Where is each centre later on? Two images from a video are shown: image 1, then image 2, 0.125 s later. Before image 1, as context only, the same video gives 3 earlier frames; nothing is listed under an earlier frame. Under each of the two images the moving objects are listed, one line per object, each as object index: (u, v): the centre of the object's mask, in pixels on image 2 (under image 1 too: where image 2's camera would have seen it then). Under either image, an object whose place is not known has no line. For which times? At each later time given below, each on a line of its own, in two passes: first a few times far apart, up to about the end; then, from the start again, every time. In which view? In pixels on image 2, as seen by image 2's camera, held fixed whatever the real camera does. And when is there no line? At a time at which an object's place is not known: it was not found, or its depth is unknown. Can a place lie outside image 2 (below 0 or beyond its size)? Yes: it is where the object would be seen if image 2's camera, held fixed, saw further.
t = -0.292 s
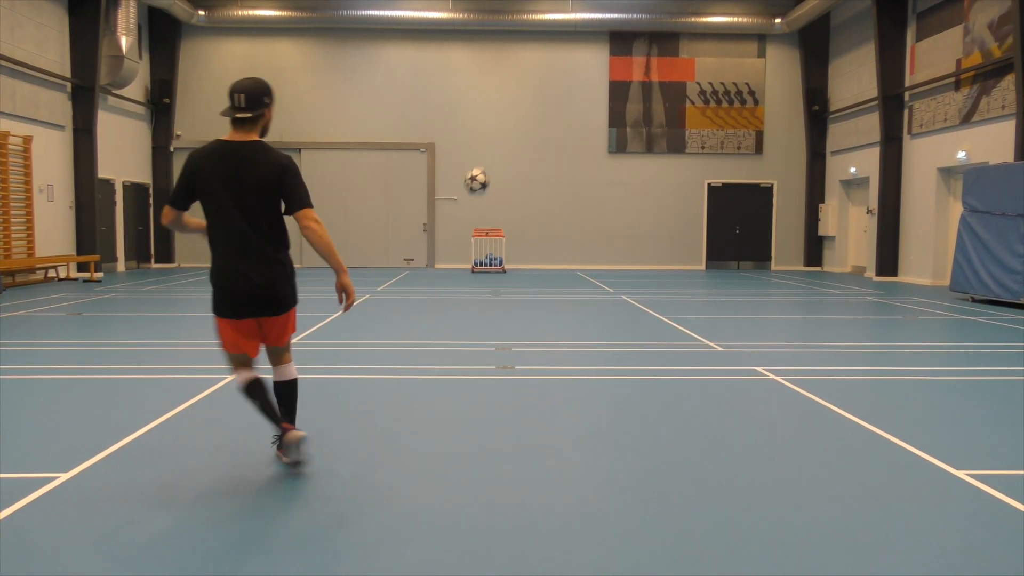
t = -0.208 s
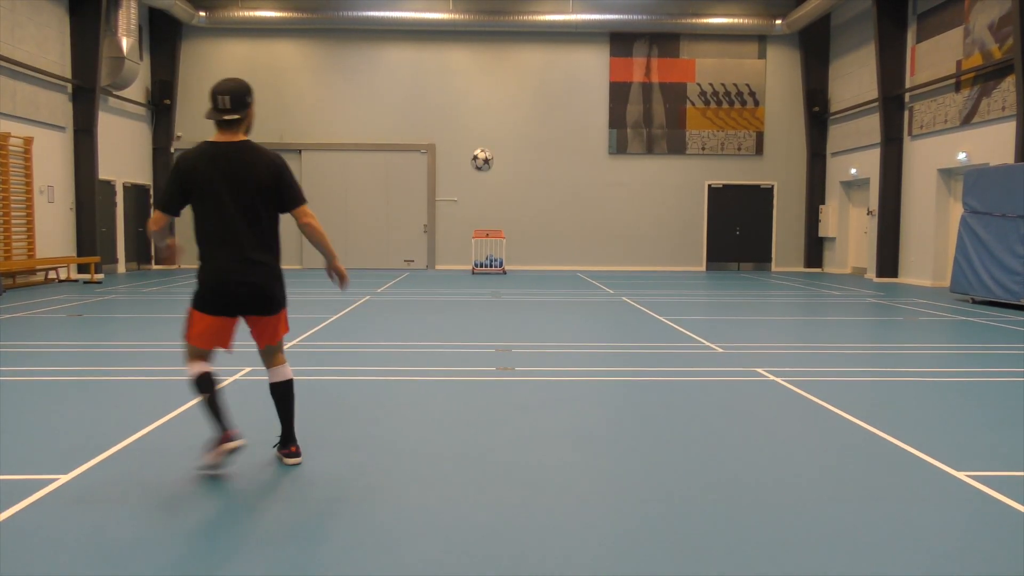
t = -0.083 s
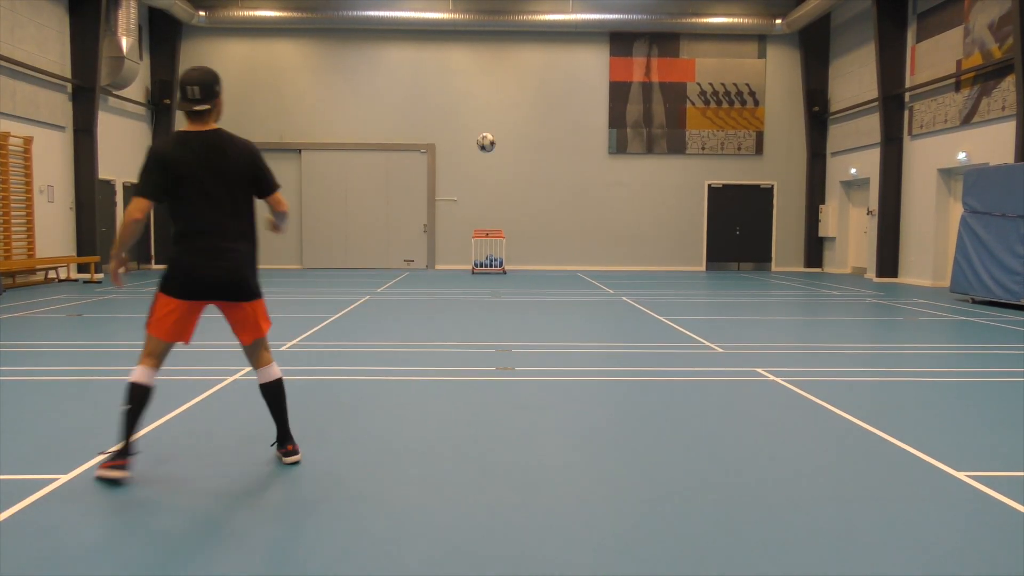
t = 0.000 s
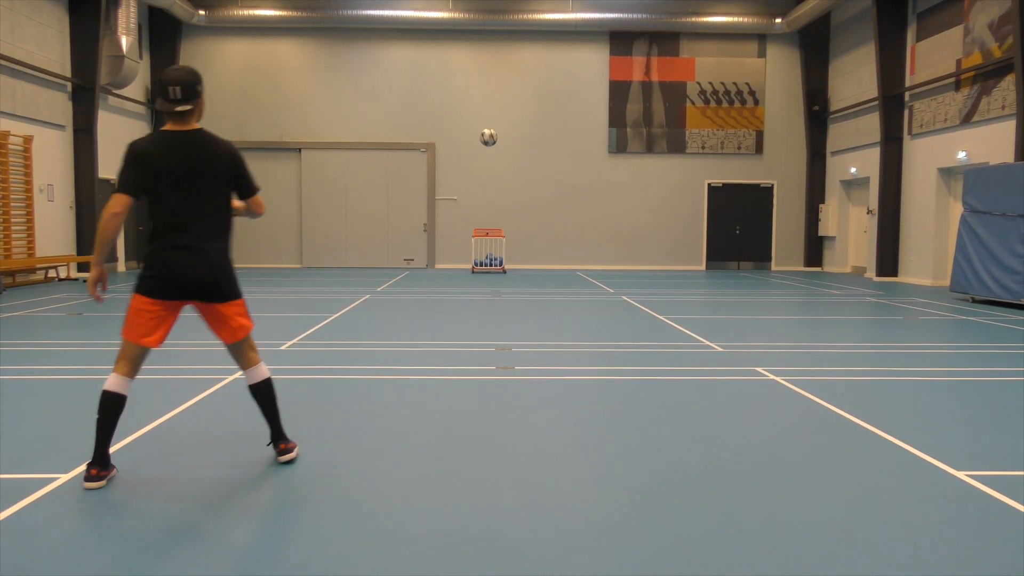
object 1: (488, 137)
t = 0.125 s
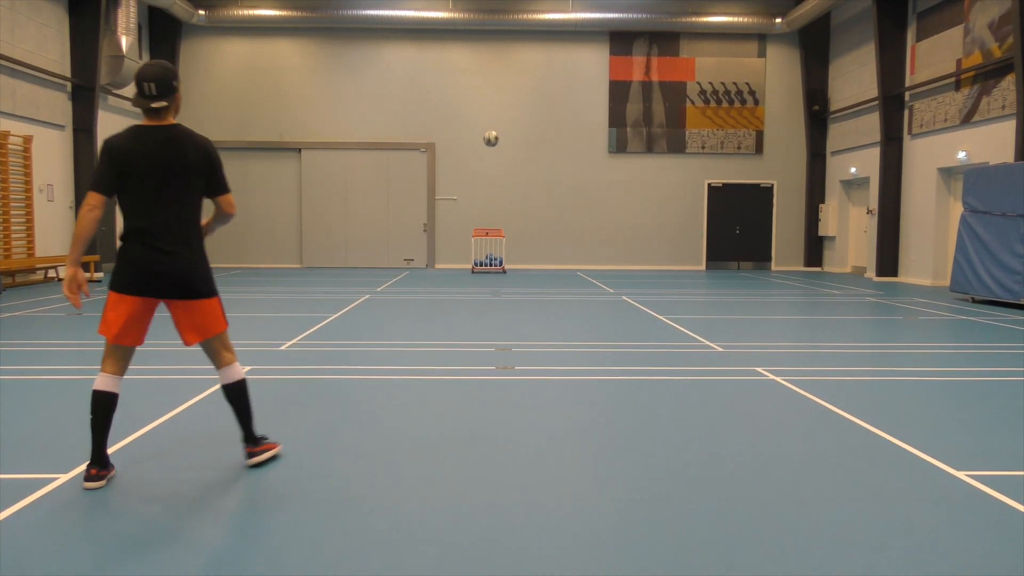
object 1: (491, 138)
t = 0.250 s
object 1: (493, 147)
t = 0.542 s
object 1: (497, 183)
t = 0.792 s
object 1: (499, 225)
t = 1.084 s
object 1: (512, 260)
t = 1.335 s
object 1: (523, 230)
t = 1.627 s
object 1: (538, 230)
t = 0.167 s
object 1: (492, 141)
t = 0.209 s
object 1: (492, 143)
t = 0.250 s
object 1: (493, 147)
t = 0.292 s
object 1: (494, 151)
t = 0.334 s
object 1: (494, 155)
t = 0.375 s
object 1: (495, 160)
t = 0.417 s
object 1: (495, 165)
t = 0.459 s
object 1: (496, 171)
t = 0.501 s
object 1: (496, 177)
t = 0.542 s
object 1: (497, 183)
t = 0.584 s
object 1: (497, 189)
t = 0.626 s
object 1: (498, 196)
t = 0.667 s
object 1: (498, 203)
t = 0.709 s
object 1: (498, 210)
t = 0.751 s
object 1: (499, 218)
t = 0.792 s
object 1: (499, 225)
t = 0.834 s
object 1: (499, 233)
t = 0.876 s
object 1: (500, 241)
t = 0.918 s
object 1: (503, 249)
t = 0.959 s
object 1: (506, 258)
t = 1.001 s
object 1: (508, 268)
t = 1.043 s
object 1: (510, 266)
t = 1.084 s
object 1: (512, 260)
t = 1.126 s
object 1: (513, 253)
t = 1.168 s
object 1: (515, 247)
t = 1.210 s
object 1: (517, 242)
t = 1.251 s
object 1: (519, 237)
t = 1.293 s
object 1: (521, 233)
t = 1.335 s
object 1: (523, 230)
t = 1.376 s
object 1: (525, 228)
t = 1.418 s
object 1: (528, 226)
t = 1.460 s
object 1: (530, 225)
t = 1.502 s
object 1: (532, 225)
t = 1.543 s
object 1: (534, 226)
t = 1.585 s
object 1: (536, 227)
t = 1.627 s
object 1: (538, 230)
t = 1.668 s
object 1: (541, 233)
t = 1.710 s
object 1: (543, 238)
